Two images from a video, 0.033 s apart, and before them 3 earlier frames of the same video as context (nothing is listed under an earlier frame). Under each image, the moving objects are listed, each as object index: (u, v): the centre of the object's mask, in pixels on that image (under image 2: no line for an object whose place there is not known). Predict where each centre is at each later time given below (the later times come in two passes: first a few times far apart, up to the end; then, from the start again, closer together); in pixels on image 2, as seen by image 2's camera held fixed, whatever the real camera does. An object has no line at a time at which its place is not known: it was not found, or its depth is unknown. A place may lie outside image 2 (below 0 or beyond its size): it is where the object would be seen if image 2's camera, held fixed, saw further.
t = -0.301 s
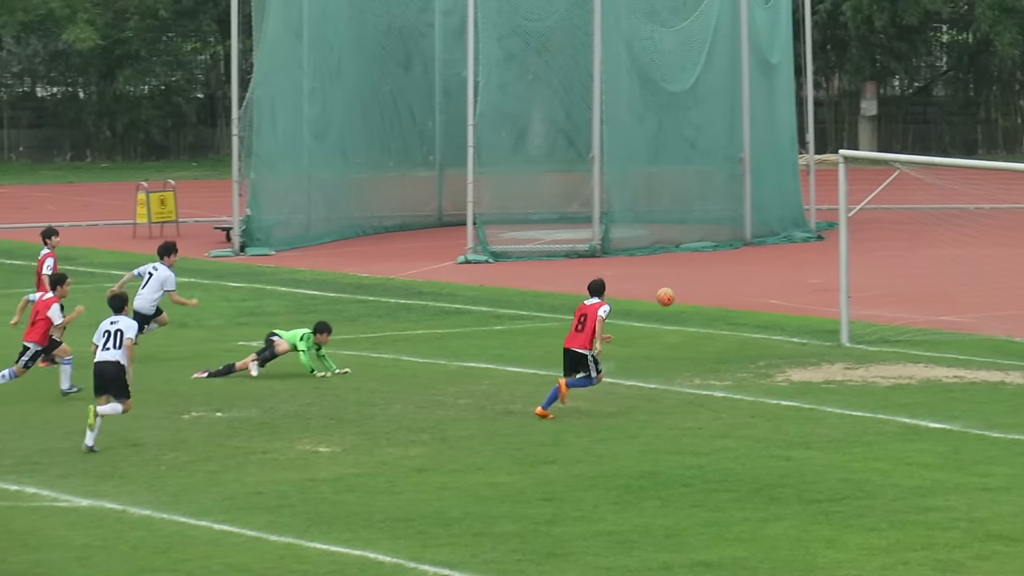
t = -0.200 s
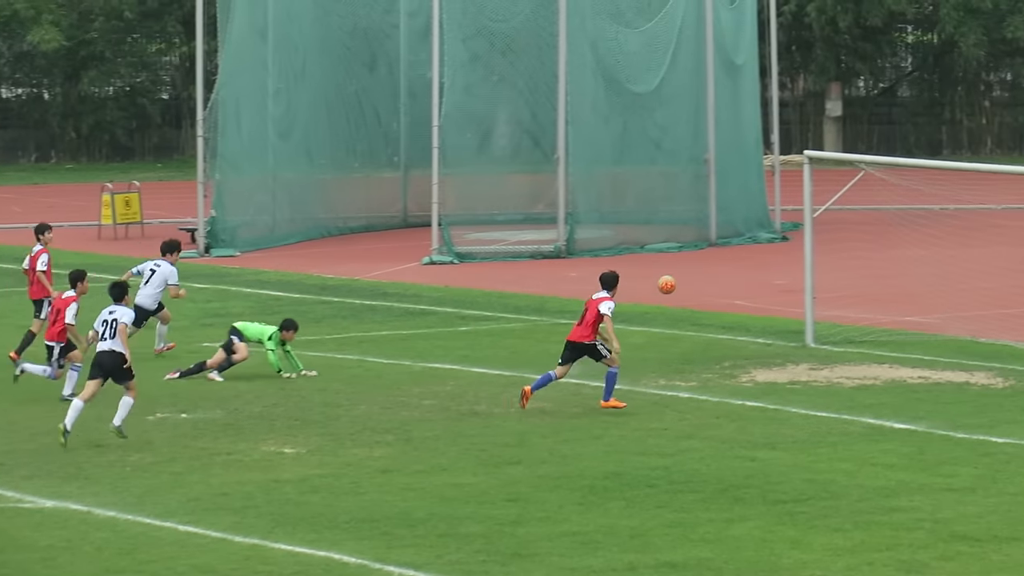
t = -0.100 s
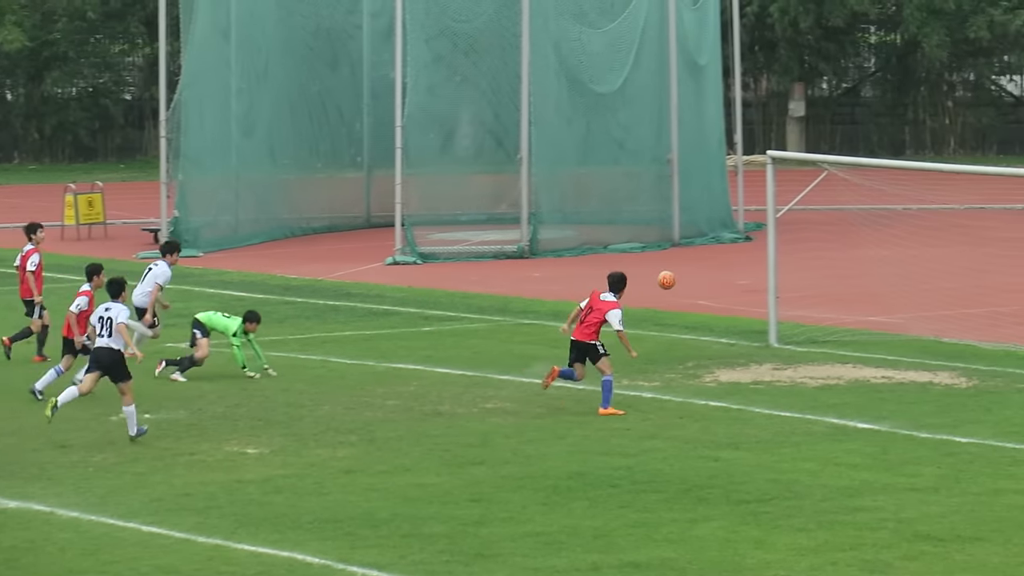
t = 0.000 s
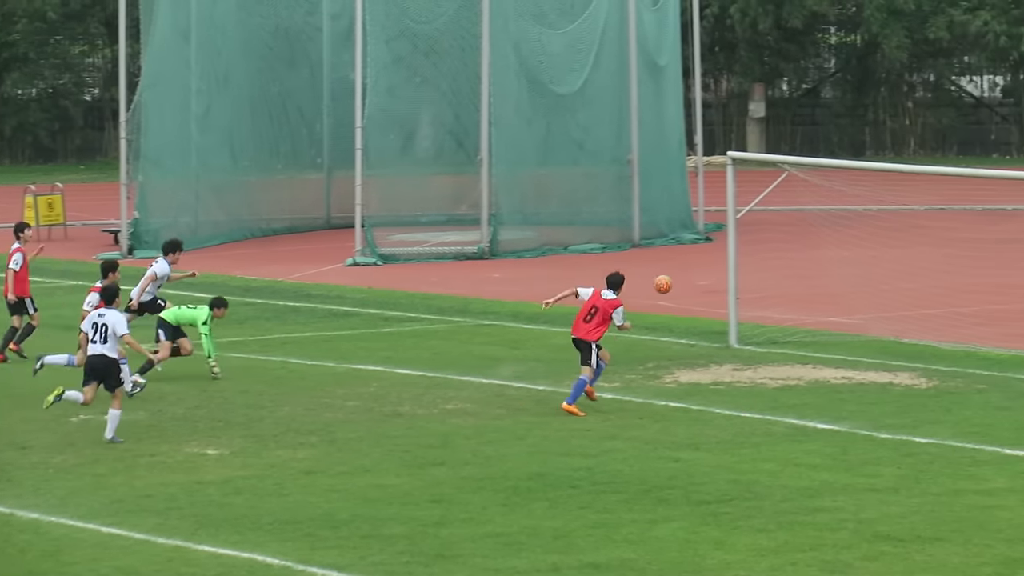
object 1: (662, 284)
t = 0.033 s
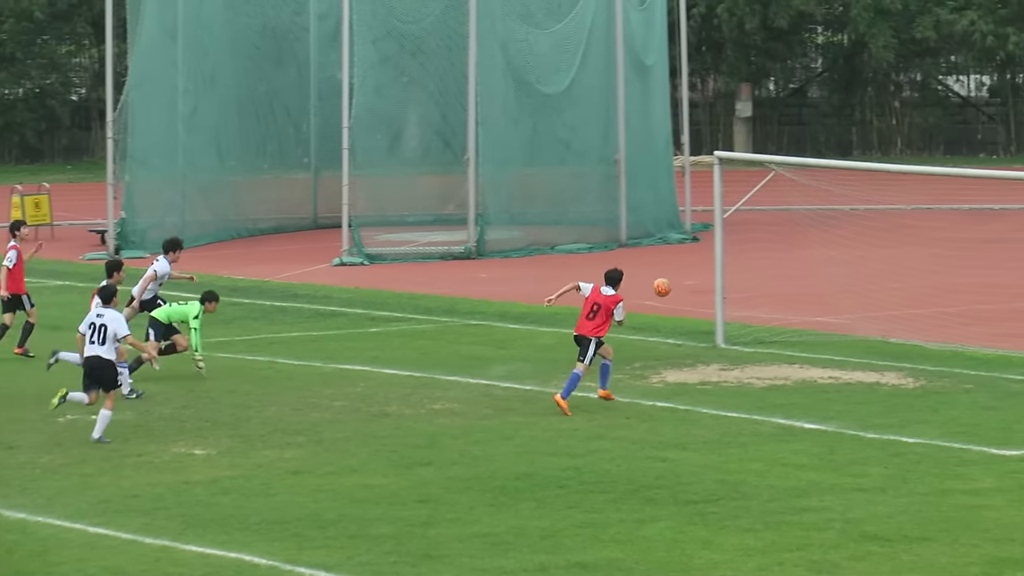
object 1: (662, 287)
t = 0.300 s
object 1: (758, 344)
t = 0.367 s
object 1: (782, 368)
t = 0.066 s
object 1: (674, 291)
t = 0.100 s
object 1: (685, 296)
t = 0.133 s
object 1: (698, 301)
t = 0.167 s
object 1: (710, 308)
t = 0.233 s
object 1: (733, 324)
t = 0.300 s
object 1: (758, 344)
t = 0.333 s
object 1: (770, 356)
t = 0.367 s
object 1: (782, 368)
